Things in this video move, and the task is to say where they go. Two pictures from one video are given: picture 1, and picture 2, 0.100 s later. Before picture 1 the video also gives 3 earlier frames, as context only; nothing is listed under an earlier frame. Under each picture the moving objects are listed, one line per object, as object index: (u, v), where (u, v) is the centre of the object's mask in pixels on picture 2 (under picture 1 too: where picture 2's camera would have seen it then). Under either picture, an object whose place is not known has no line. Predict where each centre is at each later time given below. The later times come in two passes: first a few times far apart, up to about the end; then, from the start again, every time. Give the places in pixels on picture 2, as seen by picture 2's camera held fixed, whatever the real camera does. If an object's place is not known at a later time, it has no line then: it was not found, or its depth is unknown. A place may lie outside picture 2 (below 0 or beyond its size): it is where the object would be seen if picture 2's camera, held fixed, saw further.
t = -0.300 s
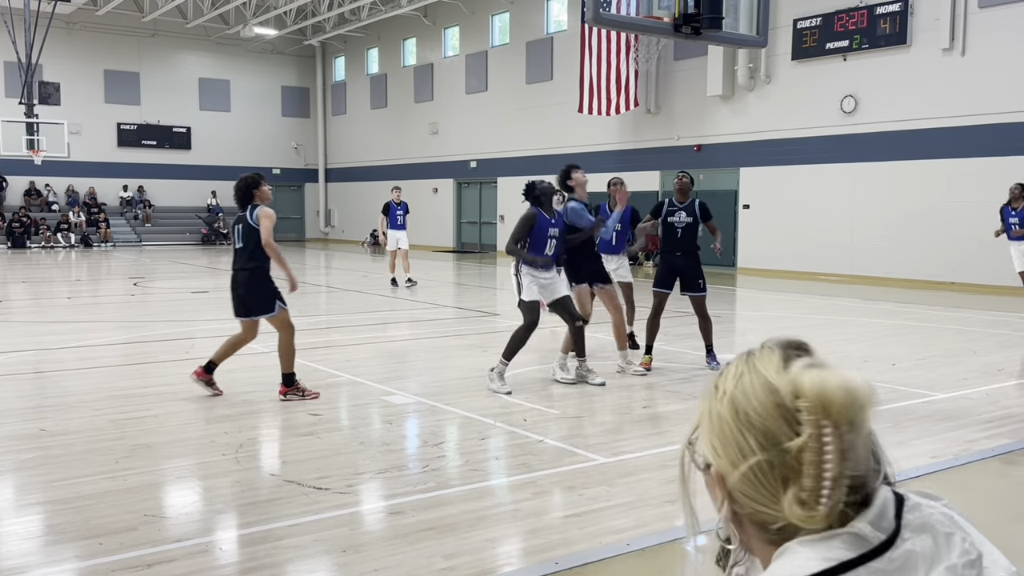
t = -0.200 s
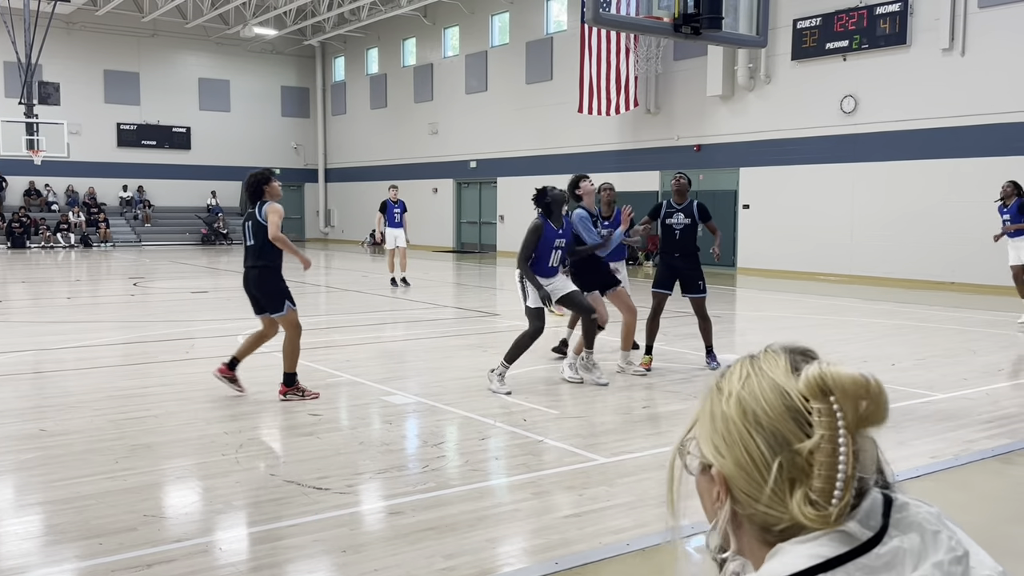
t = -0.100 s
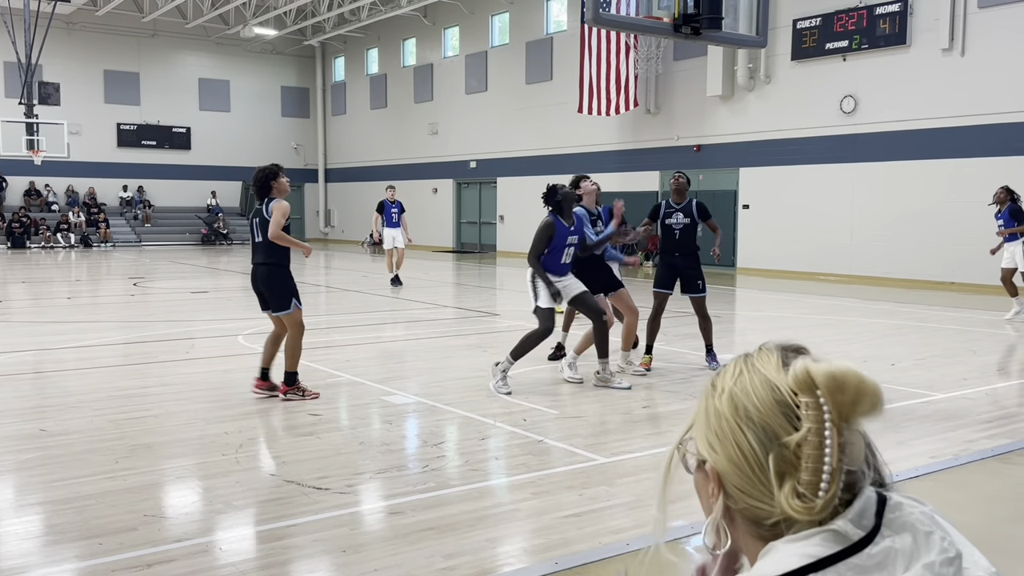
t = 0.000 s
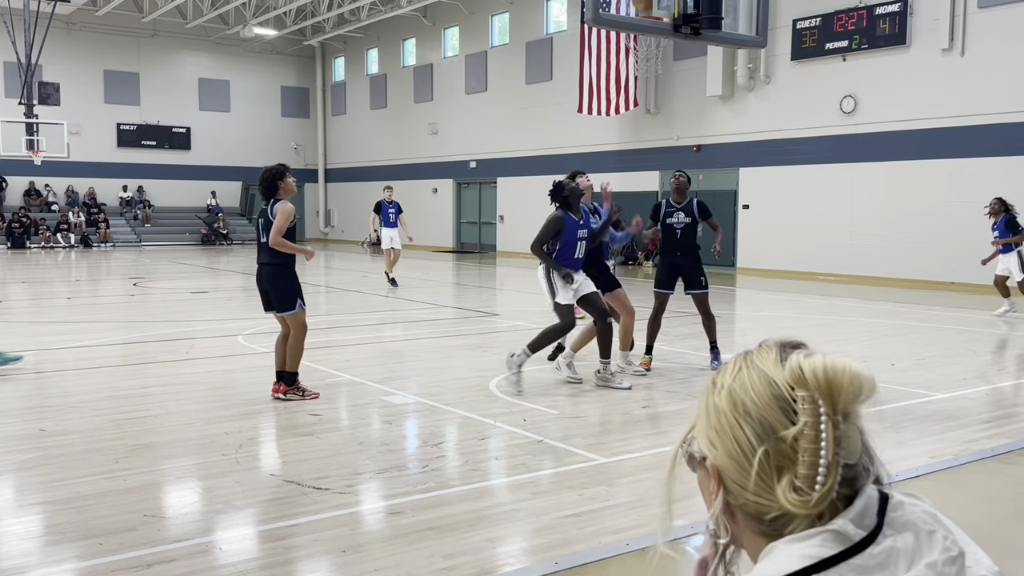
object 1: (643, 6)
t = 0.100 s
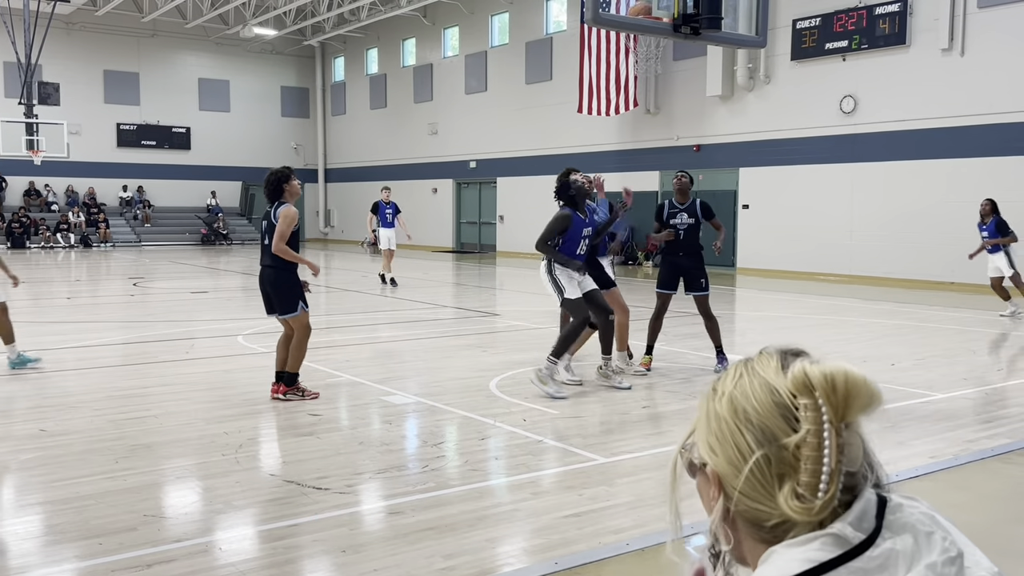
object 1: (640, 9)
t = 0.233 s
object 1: (636, 47)
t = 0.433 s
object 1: (641, 51)
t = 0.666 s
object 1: (651, 74)
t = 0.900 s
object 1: (656, 152)
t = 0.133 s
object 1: (639, 12)
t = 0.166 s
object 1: (637, 39)
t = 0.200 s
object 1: (636, 43)
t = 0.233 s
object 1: (636, 47)
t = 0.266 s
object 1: (635, 48)
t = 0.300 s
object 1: (636, 48)
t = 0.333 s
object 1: (637, 48)
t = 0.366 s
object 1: (638, 49)
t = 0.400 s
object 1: (639, 50)
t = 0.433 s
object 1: (641, 51)
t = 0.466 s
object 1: (642, 52)
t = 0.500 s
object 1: (645, 54)
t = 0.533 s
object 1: (646, 56)
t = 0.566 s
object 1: (648, 59)
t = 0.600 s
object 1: (649, 63)
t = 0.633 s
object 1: (650, 68)
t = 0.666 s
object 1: (651, 74)
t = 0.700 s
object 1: (652, 80)
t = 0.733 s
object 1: (653, 88)
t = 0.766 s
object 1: (653, 99)
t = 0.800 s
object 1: (654, 110)
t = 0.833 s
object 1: (654, 122)
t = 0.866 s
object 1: (655, 137)
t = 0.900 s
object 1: (656, 152)
